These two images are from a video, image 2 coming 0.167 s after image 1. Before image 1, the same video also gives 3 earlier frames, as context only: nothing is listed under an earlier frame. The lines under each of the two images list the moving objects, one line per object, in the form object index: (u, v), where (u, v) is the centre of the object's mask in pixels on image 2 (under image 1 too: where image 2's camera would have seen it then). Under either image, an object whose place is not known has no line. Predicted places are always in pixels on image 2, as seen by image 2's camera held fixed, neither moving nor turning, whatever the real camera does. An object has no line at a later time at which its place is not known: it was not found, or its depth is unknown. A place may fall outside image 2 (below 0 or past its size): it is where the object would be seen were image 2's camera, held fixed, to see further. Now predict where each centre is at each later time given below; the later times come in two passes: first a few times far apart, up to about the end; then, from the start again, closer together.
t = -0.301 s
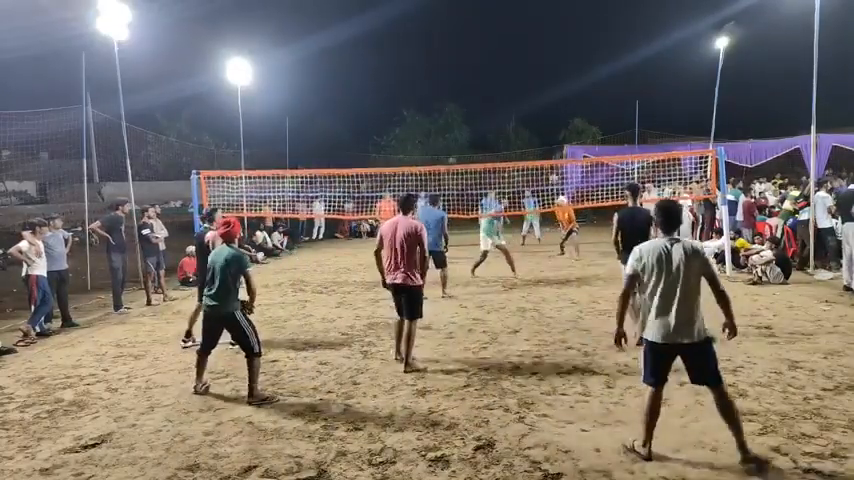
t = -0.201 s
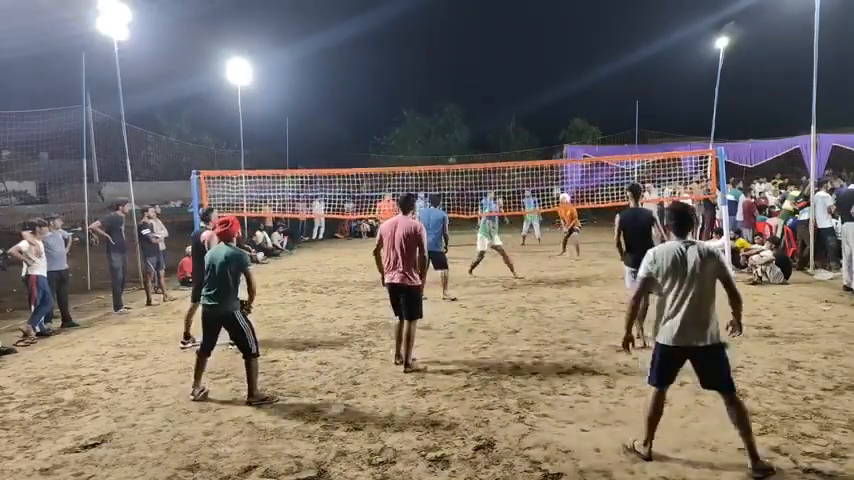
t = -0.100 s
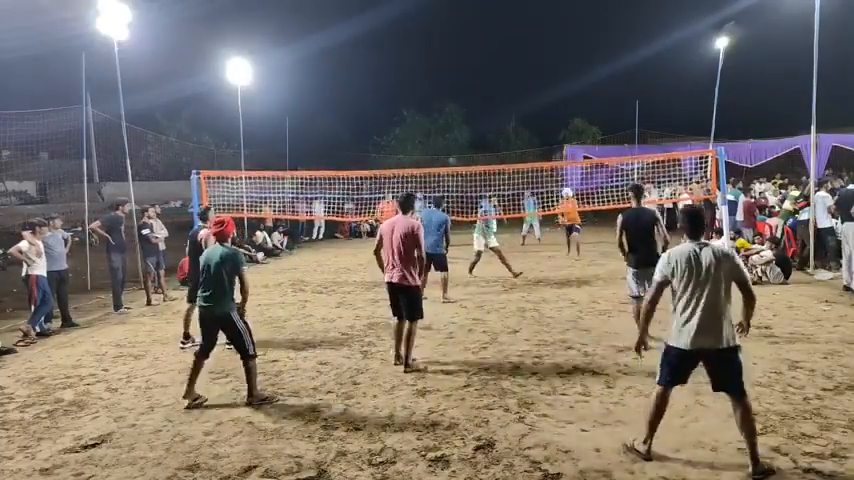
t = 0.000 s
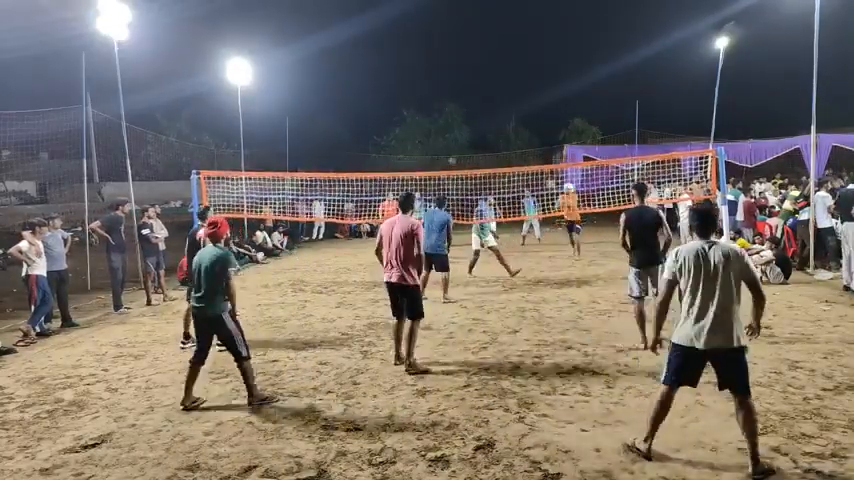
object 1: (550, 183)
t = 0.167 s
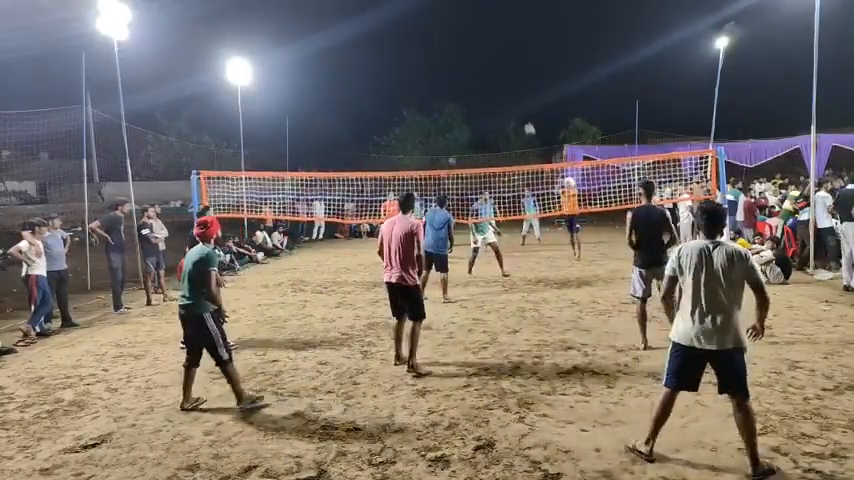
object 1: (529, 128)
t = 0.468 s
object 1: (482, 44)
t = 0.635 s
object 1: (451, 7)
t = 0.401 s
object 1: (494, 61)
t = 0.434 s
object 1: (488, 52)
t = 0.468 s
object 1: (482, 44)
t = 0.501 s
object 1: (476, 36)
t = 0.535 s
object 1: (471, 28)
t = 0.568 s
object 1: (464, 21)
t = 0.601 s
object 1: (457, 14)
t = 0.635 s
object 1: (451, 7)
